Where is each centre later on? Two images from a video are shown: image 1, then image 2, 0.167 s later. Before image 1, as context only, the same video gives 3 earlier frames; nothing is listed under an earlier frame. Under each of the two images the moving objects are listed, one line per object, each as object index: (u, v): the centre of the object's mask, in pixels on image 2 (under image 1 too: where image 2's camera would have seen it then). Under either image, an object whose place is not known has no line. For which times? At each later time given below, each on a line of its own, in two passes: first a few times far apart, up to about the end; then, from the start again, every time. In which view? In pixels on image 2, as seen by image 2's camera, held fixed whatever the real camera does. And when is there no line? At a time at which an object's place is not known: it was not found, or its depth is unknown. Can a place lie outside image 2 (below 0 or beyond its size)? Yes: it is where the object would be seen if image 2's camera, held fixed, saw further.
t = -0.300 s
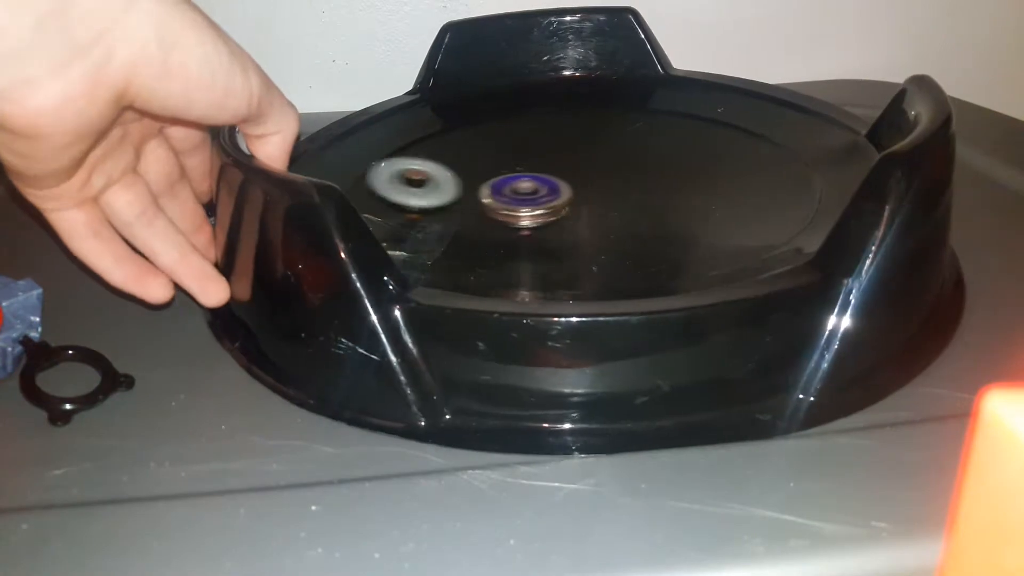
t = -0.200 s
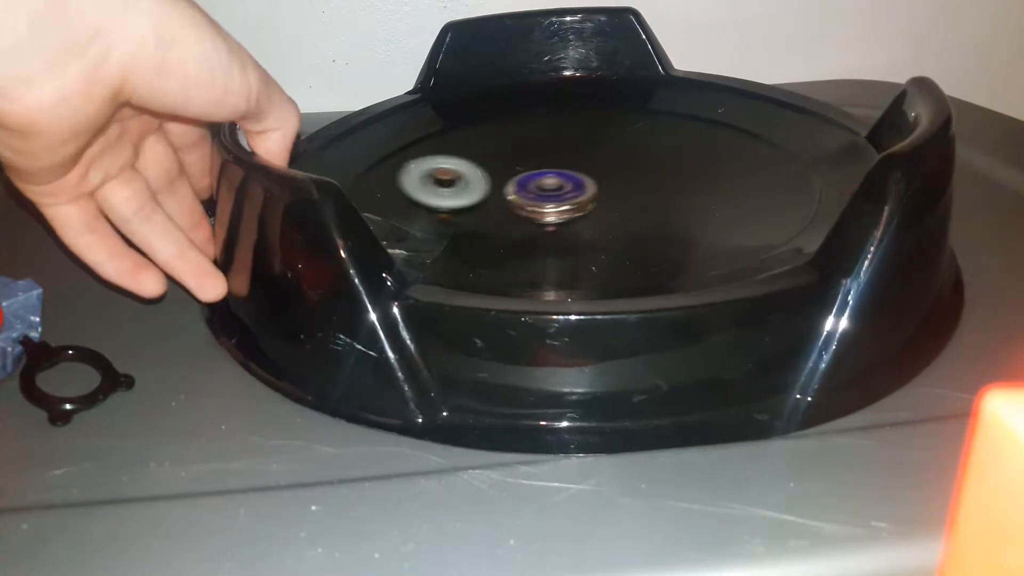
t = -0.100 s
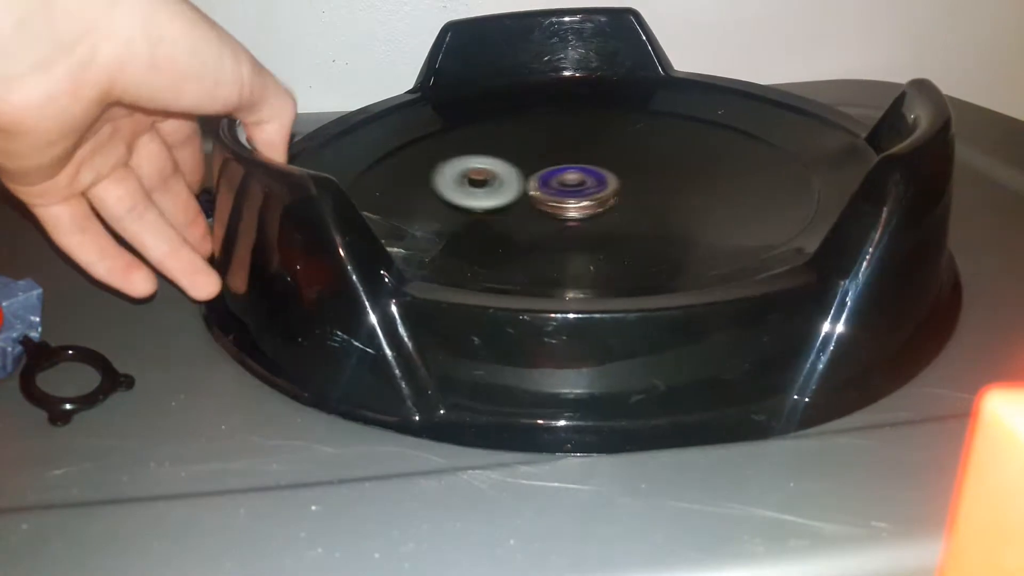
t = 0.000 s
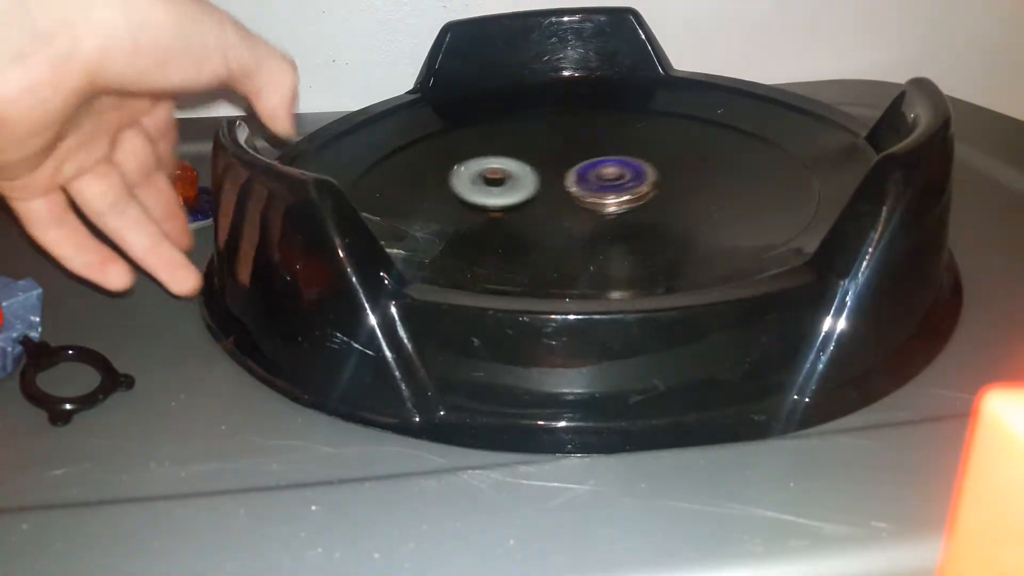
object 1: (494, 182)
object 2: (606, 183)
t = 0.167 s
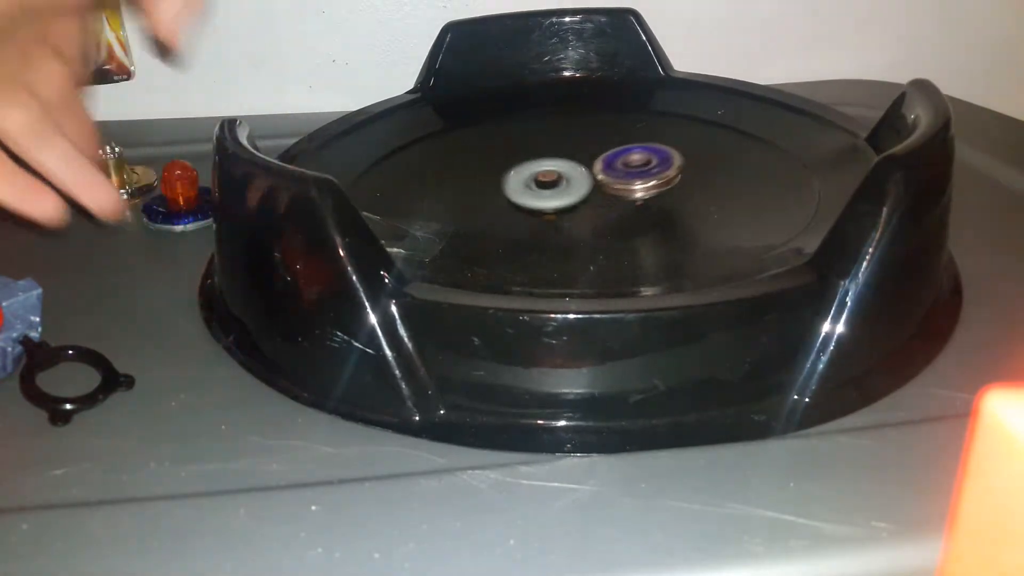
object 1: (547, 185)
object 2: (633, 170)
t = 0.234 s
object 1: (560, 188)
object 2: (642, 165)
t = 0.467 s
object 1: (612, 196)
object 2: (638, 152)
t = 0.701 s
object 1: (659, 207)
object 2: (627, 169)
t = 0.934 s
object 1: (690, 208)
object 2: (643, 183)
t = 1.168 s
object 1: (694, 224)
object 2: (625, 175)
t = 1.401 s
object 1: (644, 227)
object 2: (576, 190)
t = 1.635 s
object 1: (590, 236)
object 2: (534, 177)
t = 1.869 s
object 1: (567, 232)
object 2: (449, 167)
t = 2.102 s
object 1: (575, 215)
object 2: (394, 185)
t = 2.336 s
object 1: (574, 180)
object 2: (464, 198)
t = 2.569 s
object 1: (575, 148)
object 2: (544, 198)
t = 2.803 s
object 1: (581, 138)
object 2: (608, 189)
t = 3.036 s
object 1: (561, 127)
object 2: (671, 194)
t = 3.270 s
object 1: (520, 157)
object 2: (730, 194)
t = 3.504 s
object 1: (509, 194)
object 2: (733, 191)
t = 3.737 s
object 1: (513, 218)
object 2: (671, 200)
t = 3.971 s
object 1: (498, 228)
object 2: (602, 197)
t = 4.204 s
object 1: (481, 228)
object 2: (533, 185)
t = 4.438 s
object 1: (498, 219)
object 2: (464, 171)
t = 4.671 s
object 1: (533, 195)
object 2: (414, 172)
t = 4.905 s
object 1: (575, 170)
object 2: (403, 193)
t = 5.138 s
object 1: (618, 157)
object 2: (483, 206)
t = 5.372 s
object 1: (664, 164)
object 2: (588, 207)
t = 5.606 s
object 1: (750, 118)
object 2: (599, 216)
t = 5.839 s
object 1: (708, 149)
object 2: (651, 207)
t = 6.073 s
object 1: (625, 174)
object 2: (655, 197)
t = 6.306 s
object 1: (539, 167)
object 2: (619, 187)
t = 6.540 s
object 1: (500, 153)
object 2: (569, 178)
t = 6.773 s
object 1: (491, 135)
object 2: (534, 180)
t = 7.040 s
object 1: (533, 147)
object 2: (511, 201)
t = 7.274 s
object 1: (546, 177)
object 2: (531, 213)
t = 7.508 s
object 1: (519, 197)
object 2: (564, 218)
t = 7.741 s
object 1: (467, 199)
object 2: (585, 210)
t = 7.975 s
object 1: (438, 186)
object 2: (577, 196)
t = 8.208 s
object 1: (447, 175)
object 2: (560, 182)
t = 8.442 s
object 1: (452, 188)
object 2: (567, 173)
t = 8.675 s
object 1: (461, 204)
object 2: (581, 172)
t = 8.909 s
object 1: (482, 215)
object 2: (588, 183)
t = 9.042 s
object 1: (502, 218)
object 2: (589, 191)
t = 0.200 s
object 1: (552, 187)
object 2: (637, 166)
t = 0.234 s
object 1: (560, 188)
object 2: (642, 165)
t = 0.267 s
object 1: (569, 188)
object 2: (642, 161)
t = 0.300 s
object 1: (577, 189)
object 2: (644, 159)
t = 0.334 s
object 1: (581, 192)
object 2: (646, 156)
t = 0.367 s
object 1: (587, 193)
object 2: (646, 154)
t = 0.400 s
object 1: (595, 194)
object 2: (645, 152)
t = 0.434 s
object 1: (603, 195)
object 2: (641, 151)
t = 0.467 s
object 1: (612, 196)
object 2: (638, 152)
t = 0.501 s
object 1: (621, 197)
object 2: (634, 154)
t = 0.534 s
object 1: (628, 198)
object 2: (631, 157)
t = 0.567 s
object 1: (633, 202)
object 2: (630, 159)
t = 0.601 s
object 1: (640, 204)
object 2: (628, 161)
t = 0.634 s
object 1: (646, 206)
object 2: (627, 164)
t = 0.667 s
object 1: (653, 206)
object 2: (626, 167)
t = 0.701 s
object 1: (659, 207)
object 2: (627, 169)
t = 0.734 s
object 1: (666, 208)
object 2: (628, 171)
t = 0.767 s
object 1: (672, 208)
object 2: (629, 174)
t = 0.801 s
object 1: (678, 208)
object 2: (631, 176)
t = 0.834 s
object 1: (683, 208)
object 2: (634, 179)
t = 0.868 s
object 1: (686, 208)
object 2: (636, 181)
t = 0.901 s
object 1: (689, 208)
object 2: (640, 182)
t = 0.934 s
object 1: (690, 208)
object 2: (643, 183)
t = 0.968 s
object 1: (690, 208)
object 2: (646, 184)
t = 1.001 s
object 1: (693, 209)
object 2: (649, 183)
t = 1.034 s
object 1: (695, 216)
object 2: (652, 181)
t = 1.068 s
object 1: (696, 219)
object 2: (648, 174)
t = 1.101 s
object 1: (696, 221)
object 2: (641, 174)
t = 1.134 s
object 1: (695, 223)
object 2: (633, 174)
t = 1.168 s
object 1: (694, 224)
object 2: (625, 175)
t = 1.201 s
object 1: (693, 223)
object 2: (616, 176)
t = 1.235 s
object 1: (688, 224)
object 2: (608, 179)
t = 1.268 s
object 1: (681, 224)
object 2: (601, 180)
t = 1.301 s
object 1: (673, 225)
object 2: (594, 182)
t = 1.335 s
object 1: (664, 226)
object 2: (587, 185)
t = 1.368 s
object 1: (654, 227)
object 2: (582, 188)
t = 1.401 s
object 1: (644, 227)
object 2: (576, 190)
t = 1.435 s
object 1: (634, 228)
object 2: (569, 194)
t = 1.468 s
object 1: (624, 228)
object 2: (563, 196)
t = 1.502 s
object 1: (615, 226)
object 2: (558, 200)
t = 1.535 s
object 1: (603, 225)
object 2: (554, 200)
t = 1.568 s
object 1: (599, 228)
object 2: (551, 196)
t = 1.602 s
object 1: (595, 231)
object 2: (542, 188)
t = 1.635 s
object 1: (590, 236)
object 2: (534, 177)
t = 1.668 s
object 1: (582, 237)
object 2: (524, 171)
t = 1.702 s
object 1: (576, 237)
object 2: (511, 168)
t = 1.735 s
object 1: (574, 237)
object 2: (498, 168)
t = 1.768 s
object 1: (571, 236)
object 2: (484, 168)
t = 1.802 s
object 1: (569, 235)
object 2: (472, 167)
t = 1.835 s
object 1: (567, 234)
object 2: (459, 167)
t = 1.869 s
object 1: (567, 232)
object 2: (449, 167)
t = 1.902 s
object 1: (567, 231)
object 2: (439, 168)
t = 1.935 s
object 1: (569, 229)
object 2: (429, 170)
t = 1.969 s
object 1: (571, 227)
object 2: (421, 174)
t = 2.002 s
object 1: (573, 225)
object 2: (412, 175)
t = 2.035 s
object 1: (575, 222)
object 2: (404, 179)
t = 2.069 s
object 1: (575, 219)
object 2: (399, 181)
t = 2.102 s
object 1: (575, 215)
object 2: (394, 185)
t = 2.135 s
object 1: (576, 210)
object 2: (396, 187)
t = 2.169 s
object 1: (575, 205)
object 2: (406, 192)
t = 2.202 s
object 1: (575, 201)
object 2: (420, 194)
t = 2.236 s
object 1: (575, 195)
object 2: (431, 195)
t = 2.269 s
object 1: (574, 190)
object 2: (441, 196)
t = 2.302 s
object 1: (574, 186)
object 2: (452, 202)
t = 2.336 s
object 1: (574, 180)
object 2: (464, 198)
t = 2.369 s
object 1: (575, 175)
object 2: (476, 199)
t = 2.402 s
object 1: (575, 171)
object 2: (488, 199)
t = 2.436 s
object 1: (575, 165)
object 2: (499, 199)
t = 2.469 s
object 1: (575, 161)
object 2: (511, 199)
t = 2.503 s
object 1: (576, 156)
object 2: (522, 198)
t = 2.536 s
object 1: (575, 152)
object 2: (533, 201)
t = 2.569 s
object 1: (575, 148)
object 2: (544, 198)
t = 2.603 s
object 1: (575, 145)
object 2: (554, 197)
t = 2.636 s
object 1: (575, 143)
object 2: (563, 198)
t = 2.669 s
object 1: (576, 141)
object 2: (573, 197)
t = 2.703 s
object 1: (577, 139)
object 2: (582, 196)
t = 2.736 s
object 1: (578, 138)
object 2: (591, 194)
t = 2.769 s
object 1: (579, 137)
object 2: (599, 191)
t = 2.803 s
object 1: (581, 138)
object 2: (608, 189)
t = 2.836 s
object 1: (583, 140)
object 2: (615, 187)
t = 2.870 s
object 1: (585, 142)
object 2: (621, 185)
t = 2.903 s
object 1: (586, 145)
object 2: (626, 183)
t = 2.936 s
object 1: (588, 149)
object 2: (631, 182)
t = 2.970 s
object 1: (581, 143)
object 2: (642, 186)
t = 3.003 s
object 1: (570, 132)
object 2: (659, 192)
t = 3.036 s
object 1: (561, 127)
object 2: (671, 194)
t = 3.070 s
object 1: (555, 128)
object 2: (681, 196)
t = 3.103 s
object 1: (548, 131)
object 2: (691, 195)
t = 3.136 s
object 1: (541, 135)
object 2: (701, 196)
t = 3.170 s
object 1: (535, 140)
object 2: (710, 195)
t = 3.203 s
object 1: (529, 144)
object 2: (718, 195)
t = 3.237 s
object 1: (524, 151)
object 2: (725, 194)
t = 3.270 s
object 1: (520, 157)
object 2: (730, 194)
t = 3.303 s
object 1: (517, 163)
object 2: (734, 194)
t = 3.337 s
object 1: (514, 168)
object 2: (737, 193)
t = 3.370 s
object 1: (512, 174)
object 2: (740, 193)
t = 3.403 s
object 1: (511, 180)
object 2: (742, 188)
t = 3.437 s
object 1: (510, 185)
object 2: (741, 189)
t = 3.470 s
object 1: (510, 189)
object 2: (738, 190)
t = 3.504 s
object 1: (509, 194)
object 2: (733, 191)
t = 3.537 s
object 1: (509, 199)
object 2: (726, 192)
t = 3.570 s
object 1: (509, 203)
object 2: (718, 194)
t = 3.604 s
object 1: (509, 207)
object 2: (710, 195)
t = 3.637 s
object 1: (510, 210)
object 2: (700, 196)
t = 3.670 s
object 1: (510, 213)
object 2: (689, 197)
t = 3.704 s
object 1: (511, 215)
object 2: (682, 199)
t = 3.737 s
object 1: (513, 218)
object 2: (671, 200)
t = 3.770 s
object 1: (514, 219)
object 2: (659, 201)
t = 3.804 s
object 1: (516, 221)
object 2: (647, 203)
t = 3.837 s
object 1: (518, 223)
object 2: (632, 204)
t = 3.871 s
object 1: (521, 224)
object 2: (619, 205)
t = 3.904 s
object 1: (523, 225)
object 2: (610, 203)
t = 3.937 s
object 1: (510, 227)
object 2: (606, 202)
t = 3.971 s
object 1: (498, 228)
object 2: (602, 197)
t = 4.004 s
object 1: (493, 229)
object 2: (596, 196)
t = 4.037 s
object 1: (490, 229)
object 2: (587, 195)
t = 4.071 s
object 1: (488, 229)
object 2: (576, 193)
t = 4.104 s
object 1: (486, 229)
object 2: (566, 192)
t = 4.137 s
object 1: (485, 229)
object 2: (556, 190)
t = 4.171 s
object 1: (483, 228)
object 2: (544, 187)
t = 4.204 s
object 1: (481, 228)
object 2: (533, 185)
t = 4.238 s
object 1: (481, 227)
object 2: (523, 184)
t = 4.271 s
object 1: (481, 226)
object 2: (514, 182)
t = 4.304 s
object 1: (483, 225)
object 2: (504, 179)
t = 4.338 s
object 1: (485, 223)
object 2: (494, 178)
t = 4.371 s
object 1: (489, 222)
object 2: (485, 176)
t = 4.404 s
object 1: (493, 221)
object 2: (477, 174)
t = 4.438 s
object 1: (498, 219)
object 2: (464, 171)
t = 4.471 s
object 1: (504, 216)
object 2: (459, 172)
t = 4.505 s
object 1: (509, 213)
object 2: (447, 169)
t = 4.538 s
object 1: (514, 210)
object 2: (439, 168)
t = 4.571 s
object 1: (518, 206)
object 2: (431, 168)
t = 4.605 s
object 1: (523, 202)
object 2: (427, 170)
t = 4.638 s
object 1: (528, 199)
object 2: (419, 171)
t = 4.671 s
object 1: (533, 195)
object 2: (414, 172)
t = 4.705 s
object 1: (539, 191)
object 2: (408, 175)
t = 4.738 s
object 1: (544, 187)
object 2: (403, 176)
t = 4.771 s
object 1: (550, 183)
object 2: (399, 179)
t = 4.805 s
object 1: (556, 180)
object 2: (396, 182)
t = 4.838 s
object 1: (563, 176)
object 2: (395, 186)
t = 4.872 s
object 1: (569, 173)
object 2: (396, 189)
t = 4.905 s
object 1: (575, 170)
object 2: (403, 193)
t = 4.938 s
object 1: (581, 167)
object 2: (412, 195)
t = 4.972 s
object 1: (588, 165)
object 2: (421, 197)
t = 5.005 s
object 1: (594, 162)
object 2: (432, 199)
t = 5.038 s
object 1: (600, 160)
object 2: (443, 201)
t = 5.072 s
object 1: (606, 158)
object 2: (454, 202)
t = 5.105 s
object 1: (612, 157)
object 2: (468, 205)
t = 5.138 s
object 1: (618, 157)
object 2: (483, 206)
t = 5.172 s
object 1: (624, 158)
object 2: (498, 207)
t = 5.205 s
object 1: (629, 159)
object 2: (514, 208)
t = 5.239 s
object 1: (634, 161)
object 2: (530, 210)
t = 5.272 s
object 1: (639, 163)
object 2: (548, 209)
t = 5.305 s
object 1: (644, 165)
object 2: (565, 209)
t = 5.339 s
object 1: (650, 167)
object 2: (581, 207)
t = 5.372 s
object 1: (664, 164)
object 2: (588, 207)
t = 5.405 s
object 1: (694, 151)
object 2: (575, 215)
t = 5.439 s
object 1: (724, 136)
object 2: (567, 218)
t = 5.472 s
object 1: (744, 125)
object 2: (567, 218)
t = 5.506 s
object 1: (758, 119)
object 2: (572, 215)
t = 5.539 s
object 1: (764, 114)
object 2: (581, 215)
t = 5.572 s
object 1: (758, 115)
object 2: (591, 217)
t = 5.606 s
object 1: (750, 118)
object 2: (599, 216)
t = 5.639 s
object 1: (745, 121)
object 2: (608, 215)
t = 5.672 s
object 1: (741, 125)
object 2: (617, 214)
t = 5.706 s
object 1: (736, 128)
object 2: (625, 213)
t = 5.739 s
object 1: (731, 132)
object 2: (633, 213)
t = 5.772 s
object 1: (725, 137)
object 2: (640, 212)
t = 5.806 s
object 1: (716, 142)
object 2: (646, 209)
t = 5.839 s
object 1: (708, 149)
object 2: (651, 207)
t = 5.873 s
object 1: (699, 154)
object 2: (657, 207)
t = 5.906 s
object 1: (688, 159)
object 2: (659, 203)
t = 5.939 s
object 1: (676, 163)
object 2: (660, 202)
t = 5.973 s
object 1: (664, 168)
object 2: (661, 200)
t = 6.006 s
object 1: (652, 171)
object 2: (660, 198)
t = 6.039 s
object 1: (639, 174)
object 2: (657, 197)
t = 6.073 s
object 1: (625, 174)
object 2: (655, 197)
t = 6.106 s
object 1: (607, 175)
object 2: (653, 196)
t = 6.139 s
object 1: (593, 171)
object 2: (649, 195)
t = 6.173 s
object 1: (579, 170)
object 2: (644, 192)
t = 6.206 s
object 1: (568, 169)
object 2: (637, 191)
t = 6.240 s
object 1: (557, 170)
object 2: (632, 191)
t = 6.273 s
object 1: (548, 168)
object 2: (626, 190)
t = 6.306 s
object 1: (539, 167)
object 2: (619, 187)
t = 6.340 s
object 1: (530, 167)
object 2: (612, 186)
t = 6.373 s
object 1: (524, 164)
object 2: (605, 185)
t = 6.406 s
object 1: (517, 163)
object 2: (598, 184)
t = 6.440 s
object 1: (512, 160)
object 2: (591, 183)
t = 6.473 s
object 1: (507, 157)
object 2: (583, 180)
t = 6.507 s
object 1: (503, 155)
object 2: (575, 179)
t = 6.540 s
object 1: (500, 153)
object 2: (569, 178)
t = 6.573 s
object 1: (497, 150)
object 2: (559, 177)
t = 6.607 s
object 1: (494, 146)
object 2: (554, 177)
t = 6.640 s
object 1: (489, 141)
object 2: (552, 177)
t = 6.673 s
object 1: (488, 137)
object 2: (548, 179)
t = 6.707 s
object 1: (488, 136)
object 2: (543, 179)
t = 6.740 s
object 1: (490, 135)
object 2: (539, 180)
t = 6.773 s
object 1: (491, 135)
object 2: (534, 180)
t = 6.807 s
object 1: (495, 136)
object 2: (530, 180)
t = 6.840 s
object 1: (498, 137)
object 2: (526, 181)
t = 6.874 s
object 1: (502, 140)
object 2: (522, 182)
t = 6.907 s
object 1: (507, 142)
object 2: (519, 183)
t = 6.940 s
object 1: (513, 145)
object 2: (514, 188)
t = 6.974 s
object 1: (521, 143)
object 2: (511, 193)
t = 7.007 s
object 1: (527, 143)
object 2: (510, 198)
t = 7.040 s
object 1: (533, 147)
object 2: (511, 201)
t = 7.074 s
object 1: (537, 152)
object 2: (513, 205)
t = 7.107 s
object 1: (539, 157)
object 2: (515, 206)
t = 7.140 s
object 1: (542, 162)
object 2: (518, 208)
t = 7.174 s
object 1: (544, 166)
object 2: (521, 209)
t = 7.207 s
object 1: (545, 170)
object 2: (524, 211)
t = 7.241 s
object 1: (546, 174)
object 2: (527, 212)
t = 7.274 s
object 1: (546, 177)
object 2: (531, 213)
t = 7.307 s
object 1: (546, 181)
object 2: (536, 215)
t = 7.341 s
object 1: (544, 185)
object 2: (539, 216)
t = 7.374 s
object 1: (539, 191)
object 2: (544, 216)
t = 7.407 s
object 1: (535, 194)
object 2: (548, 217)
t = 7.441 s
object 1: (529, 196)
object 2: (555, 218)
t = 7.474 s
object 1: (524, 196)
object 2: (559, 218)
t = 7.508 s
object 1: (519, 197)
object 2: (564, 218)
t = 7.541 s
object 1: (514, 199)
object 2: (571, 218)
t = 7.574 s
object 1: (507, 198)
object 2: (574, 218)
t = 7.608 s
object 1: (499, 198)
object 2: (578, 217)
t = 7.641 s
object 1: (492, 199)
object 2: (583, 214)
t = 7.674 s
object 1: (484, 201)
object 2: (584, 212)
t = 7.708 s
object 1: (475, 200)
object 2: (584, 211)
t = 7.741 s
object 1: (467, 199)
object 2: (585, 210)
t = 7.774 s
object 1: (461, 198)
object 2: (585, 209)
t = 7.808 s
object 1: (455, 197)
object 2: (585, 206)
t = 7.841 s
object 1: (450, 195)
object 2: (584, 204)
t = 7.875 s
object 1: (446, 192)
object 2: (583, 201)
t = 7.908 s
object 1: (442, 191)
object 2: (581, 199)
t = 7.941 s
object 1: (440, 188)
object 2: (579, 198)
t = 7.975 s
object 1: (438, 186)
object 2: (577, 196)
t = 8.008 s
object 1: (436, 183)
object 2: (575, 192)
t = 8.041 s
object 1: (435, 180)
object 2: (572, 190)
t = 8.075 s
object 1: (435, 178)
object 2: (570, 189)
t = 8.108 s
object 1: (436, 176)
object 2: (568, 187)
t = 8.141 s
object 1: (439, 175)
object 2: (565, 184)
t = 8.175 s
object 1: (442, 175)
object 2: (563, 182)
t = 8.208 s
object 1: (447, 175)
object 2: (560, 182)
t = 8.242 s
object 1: (452, 177)
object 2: (558, 180)
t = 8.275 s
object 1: (458, 178)
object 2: (555, 179)
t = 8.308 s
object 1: (464, 180)
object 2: (553, 175)
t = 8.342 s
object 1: (464, 182)
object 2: (554, 176)
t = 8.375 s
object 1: (454, 183)
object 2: (562, 176)
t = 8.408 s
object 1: (451, 185)
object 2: (565, 175)
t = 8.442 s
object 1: (452, 188)
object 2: (567, 173)
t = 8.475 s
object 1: (452, 191)
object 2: (569, 173)
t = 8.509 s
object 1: (453, 194)
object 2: (570, 171)
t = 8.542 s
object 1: (454, 196)
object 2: (572, 171)
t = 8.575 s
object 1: (455, 198)
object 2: (575, 171)
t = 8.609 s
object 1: (458, 201)
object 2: (577, 172)
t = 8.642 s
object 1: (459, 203)
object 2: (580, 171)
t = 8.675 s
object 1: (461, 204)
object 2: (581, 172)
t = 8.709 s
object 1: (463, 207)
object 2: (582, 174)
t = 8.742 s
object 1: (465, 208)
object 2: (584, 176)
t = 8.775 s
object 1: (468, 210)
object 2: (585, 178)
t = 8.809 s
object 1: (471, 211)
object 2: (585, 179)
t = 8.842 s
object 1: (474, 213)
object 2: (586, 177)
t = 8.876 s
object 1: (477, 214)
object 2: (587, 179)
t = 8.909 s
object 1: (482, 215)
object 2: (588, 183)
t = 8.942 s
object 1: (486, 216)
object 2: (589, 186)
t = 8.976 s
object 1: (491, 217)
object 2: (588, 189)
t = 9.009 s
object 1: (497, 218)
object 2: (588, 188)
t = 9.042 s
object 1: (502, 218)
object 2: (589, 191)
